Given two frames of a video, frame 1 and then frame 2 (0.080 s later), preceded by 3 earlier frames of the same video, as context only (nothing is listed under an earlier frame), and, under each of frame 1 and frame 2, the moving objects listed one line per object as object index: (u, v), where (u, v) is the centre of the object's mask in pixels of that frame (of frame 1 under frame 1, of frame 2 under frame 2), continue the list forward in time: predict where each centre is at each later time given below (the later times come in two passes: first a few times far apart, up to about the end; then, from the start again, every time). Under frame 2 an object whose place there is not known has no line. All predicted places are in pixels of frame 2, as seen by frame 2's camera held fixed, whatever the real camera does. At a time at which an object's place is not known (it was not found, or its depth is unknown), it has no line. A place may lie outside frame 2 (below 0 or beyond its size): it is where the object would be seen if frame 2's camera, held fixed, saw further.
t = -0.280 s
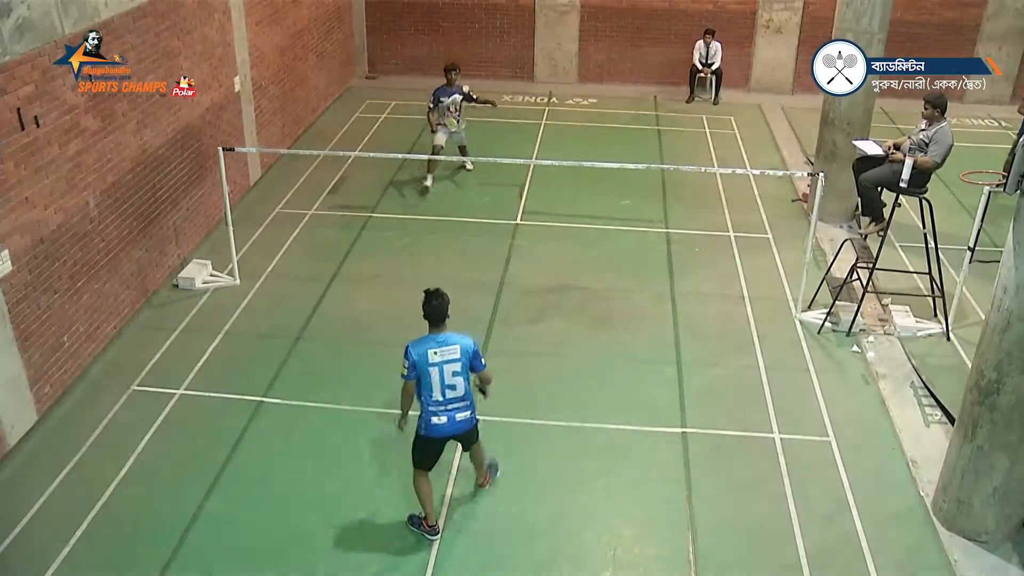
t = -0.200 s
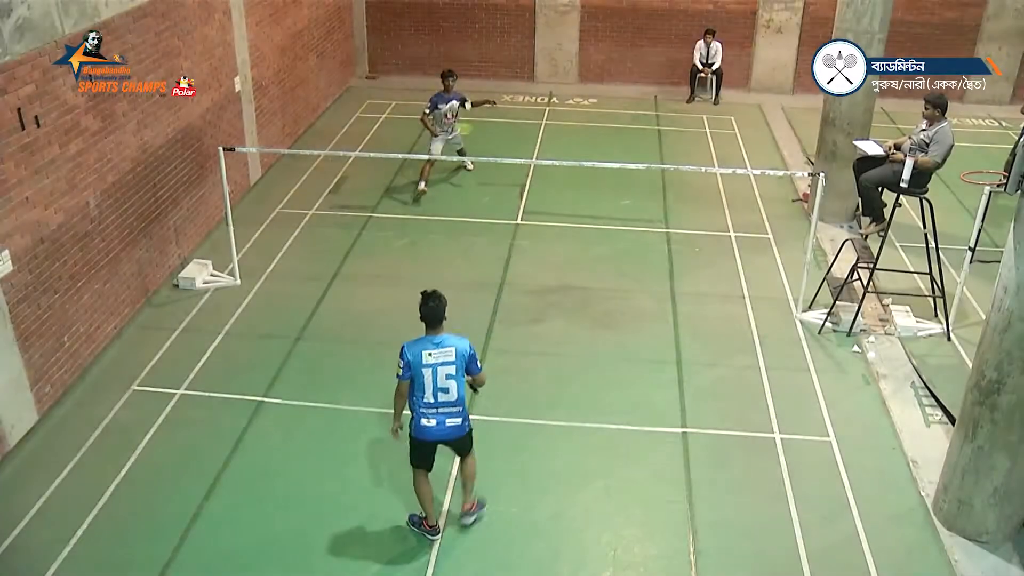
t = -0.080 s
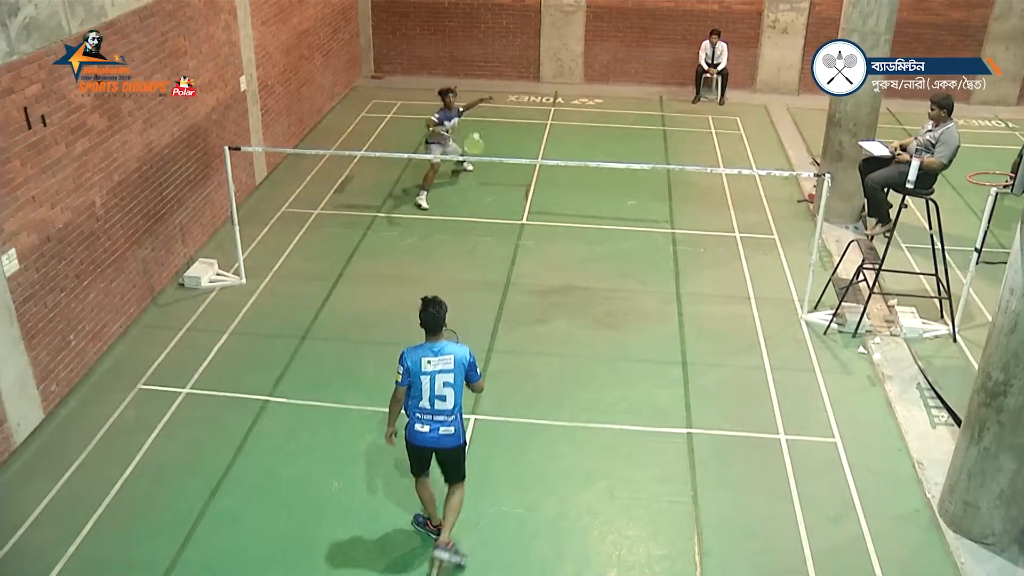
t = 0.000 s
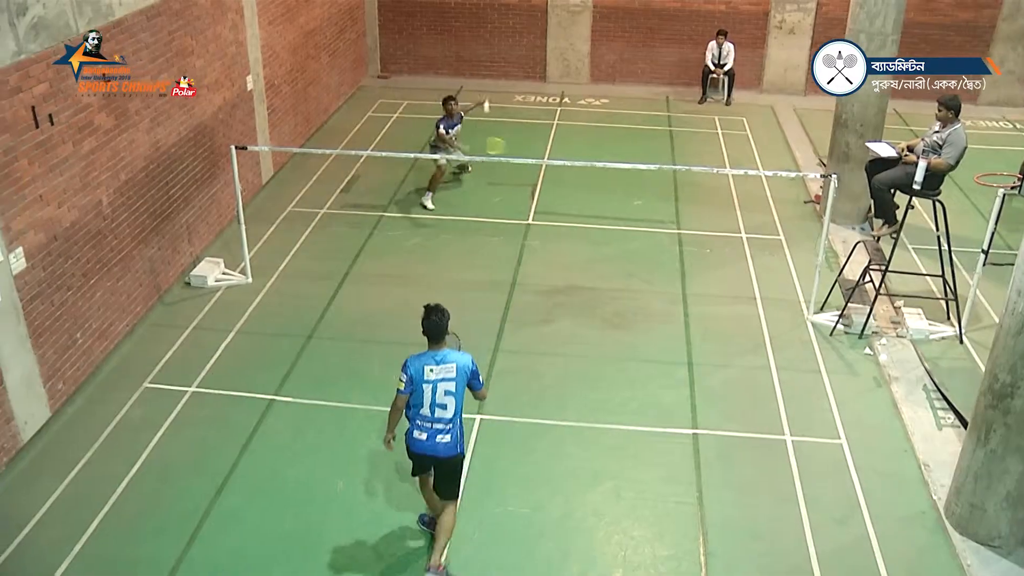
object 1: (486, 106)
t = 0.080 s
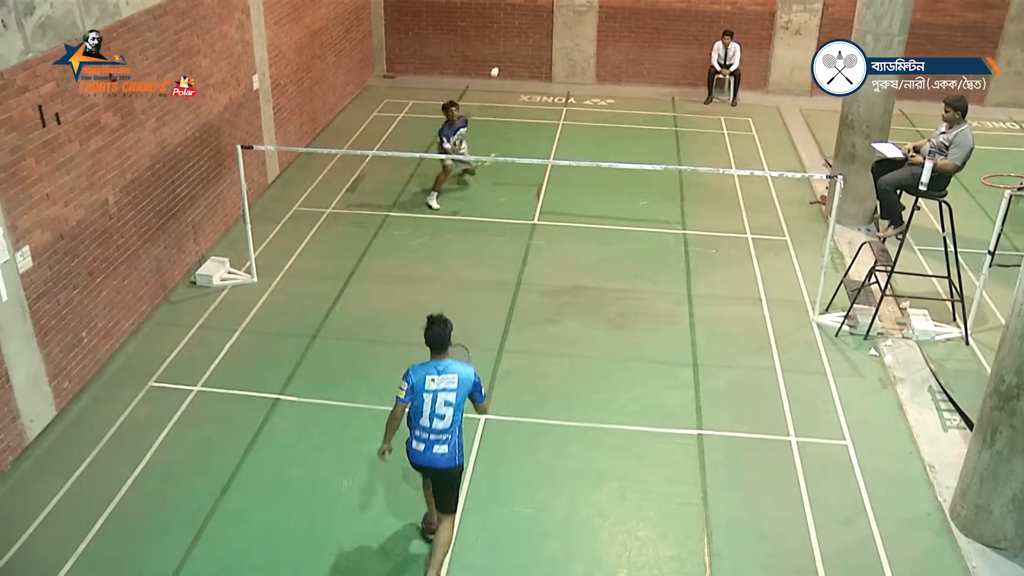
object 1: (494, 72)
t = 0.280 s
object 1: (492, 31)
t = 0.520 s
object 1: (486, 40)
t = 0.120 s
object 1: (492, 63)
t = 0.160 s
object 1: (491, 53)
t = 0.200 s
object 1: (491, 44)
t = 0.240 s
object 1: (492, 36)
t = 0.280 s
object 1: (492, 31)
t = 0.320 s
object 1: (491, 27)
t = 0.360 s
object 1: (490, 25)
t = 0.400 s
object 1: (489, 25)
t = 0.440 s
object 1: (488, 28)
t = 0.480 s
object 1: (487, 32)
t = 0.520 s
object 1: (486, 40)
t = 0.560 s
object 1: (484, 50)
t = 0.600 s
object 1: (483, 63)
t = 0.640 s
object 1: (481, 78)
